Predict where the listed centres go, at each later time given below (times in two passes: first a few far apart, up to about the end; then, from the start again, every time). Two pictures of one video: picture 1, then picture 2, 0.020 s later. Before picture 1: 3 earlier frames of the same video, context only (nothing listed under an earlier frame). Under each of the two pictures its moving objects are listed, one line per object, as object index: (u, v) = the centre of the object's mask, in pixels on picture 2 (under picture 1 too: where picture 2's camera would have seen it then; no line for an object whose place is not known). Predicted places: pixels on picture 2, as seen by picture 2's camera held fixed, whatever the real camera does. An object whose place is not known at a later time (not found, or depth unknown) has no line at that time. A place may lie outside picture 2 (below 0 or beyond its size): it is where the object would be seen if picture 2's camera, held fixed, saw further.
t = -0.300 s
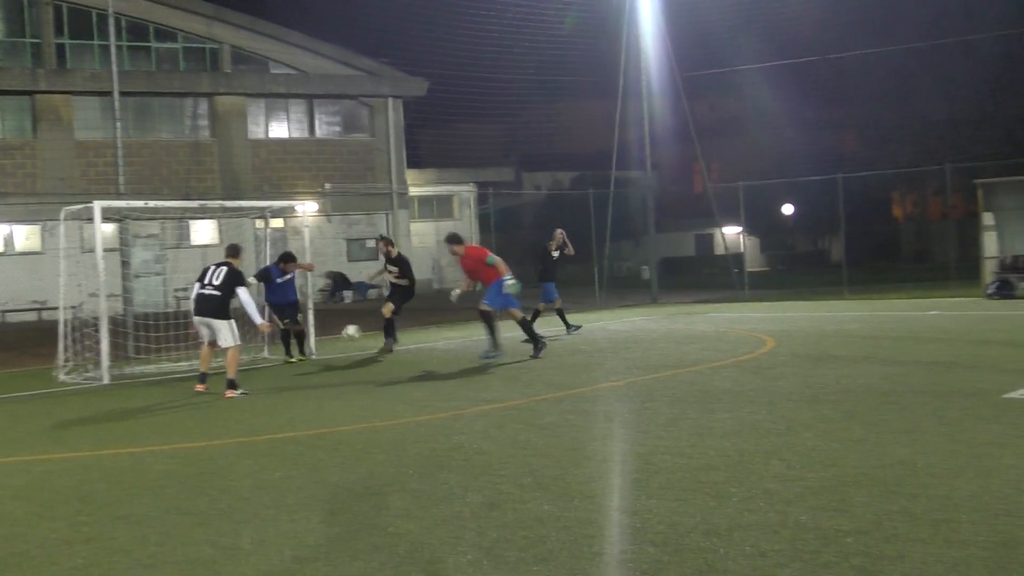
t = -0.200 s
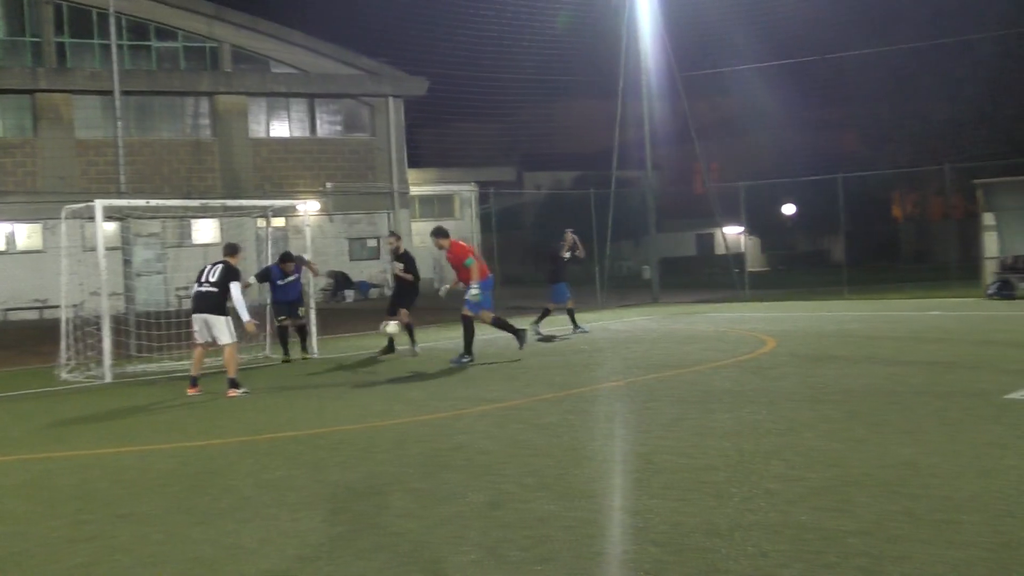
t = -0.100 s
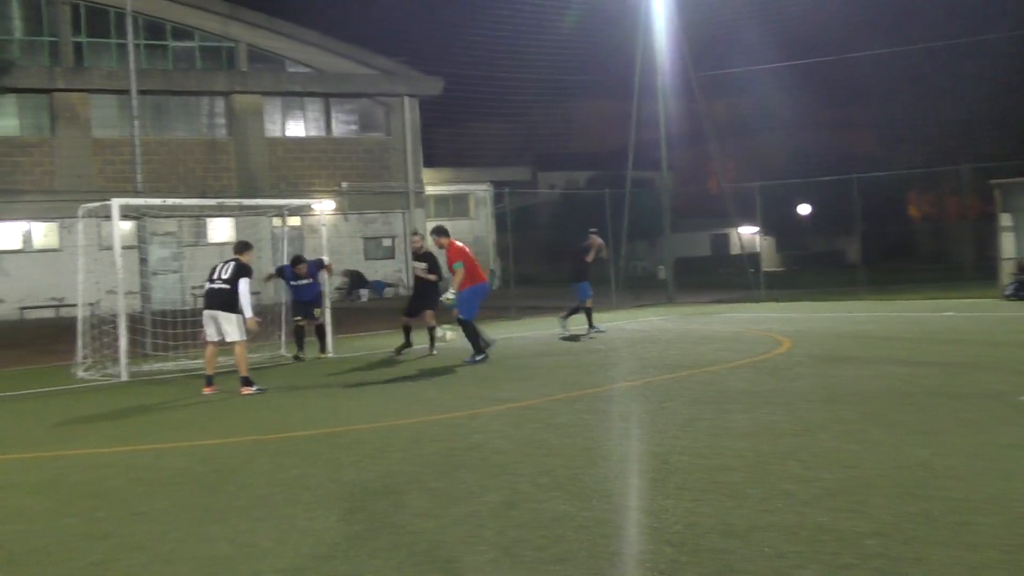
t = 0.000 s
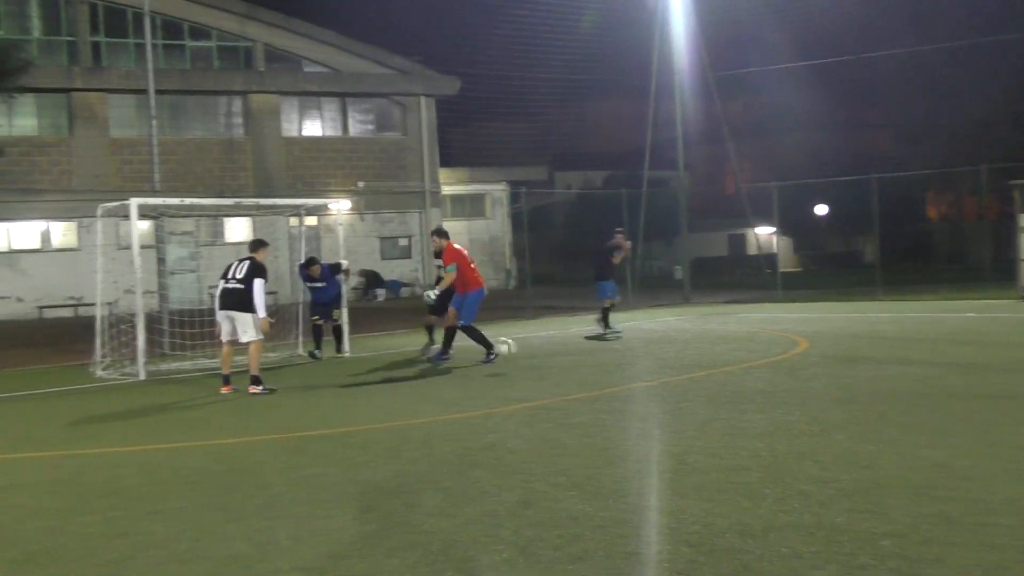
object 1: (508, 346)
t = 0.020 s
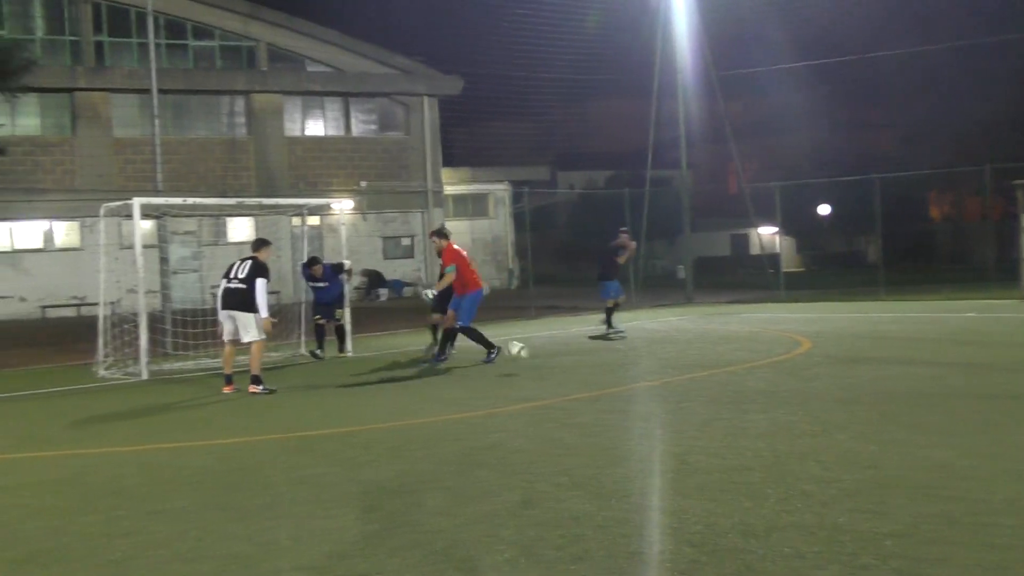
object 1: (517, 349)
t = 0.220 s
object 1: (578, 353)
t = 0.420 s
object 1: (638, 371)
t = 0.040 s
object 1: (525, 354)
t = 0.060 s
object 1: (534, 360)
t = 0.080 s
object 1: (542, 364)
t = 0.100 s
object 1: (548, 361)
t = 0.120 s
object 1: (552, 359)
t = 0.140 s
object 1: (558, 357)
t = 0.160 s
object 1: (562, 356)
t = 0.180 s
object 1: (568, 354)
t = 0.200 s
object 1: (573, 354)
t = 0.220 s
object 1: (578, 353)
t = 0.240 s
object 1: (584, 353)
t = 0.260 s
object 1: (590, 353)
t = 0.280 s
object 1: (595, 354)
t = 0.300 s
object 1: (601, 355)
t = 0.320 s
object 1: (607, 357)
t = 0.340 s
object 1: (614, 358)
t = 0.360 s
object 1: (620, 361)
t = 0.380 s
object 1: (626, 364)
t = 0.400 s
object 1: (632, 367)
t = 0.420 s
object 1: (638, 371)
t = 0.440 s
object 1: (645, 376)
